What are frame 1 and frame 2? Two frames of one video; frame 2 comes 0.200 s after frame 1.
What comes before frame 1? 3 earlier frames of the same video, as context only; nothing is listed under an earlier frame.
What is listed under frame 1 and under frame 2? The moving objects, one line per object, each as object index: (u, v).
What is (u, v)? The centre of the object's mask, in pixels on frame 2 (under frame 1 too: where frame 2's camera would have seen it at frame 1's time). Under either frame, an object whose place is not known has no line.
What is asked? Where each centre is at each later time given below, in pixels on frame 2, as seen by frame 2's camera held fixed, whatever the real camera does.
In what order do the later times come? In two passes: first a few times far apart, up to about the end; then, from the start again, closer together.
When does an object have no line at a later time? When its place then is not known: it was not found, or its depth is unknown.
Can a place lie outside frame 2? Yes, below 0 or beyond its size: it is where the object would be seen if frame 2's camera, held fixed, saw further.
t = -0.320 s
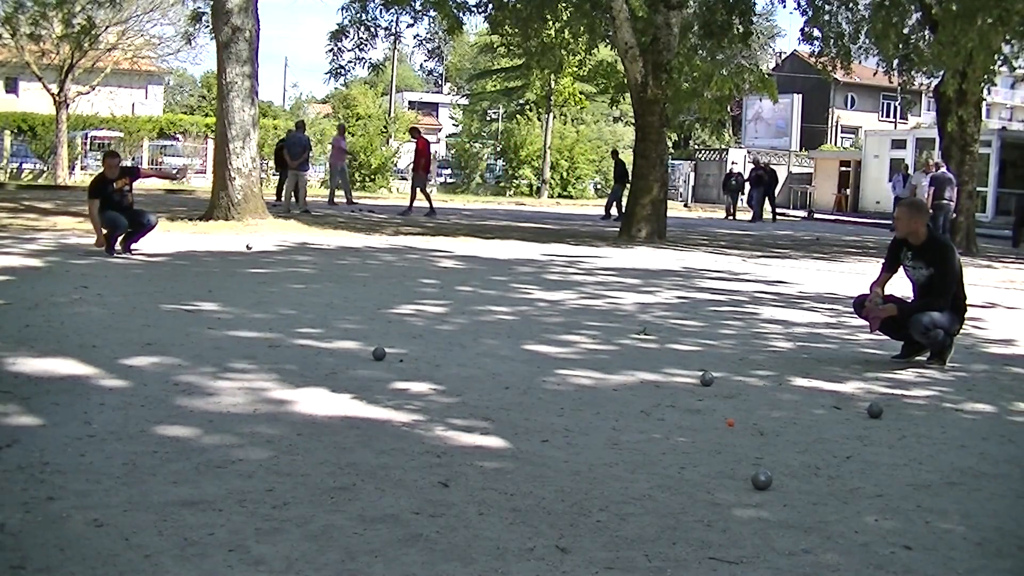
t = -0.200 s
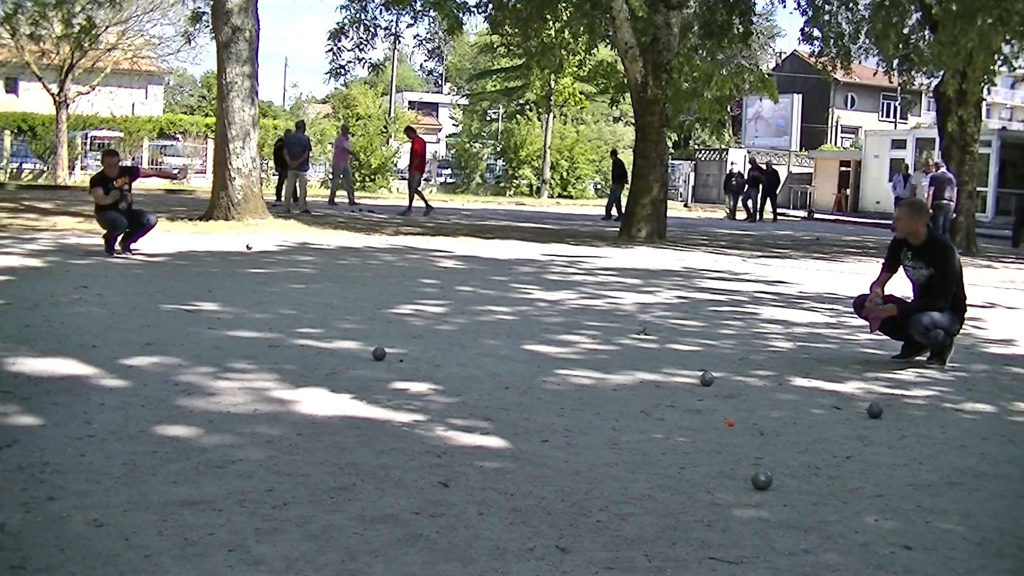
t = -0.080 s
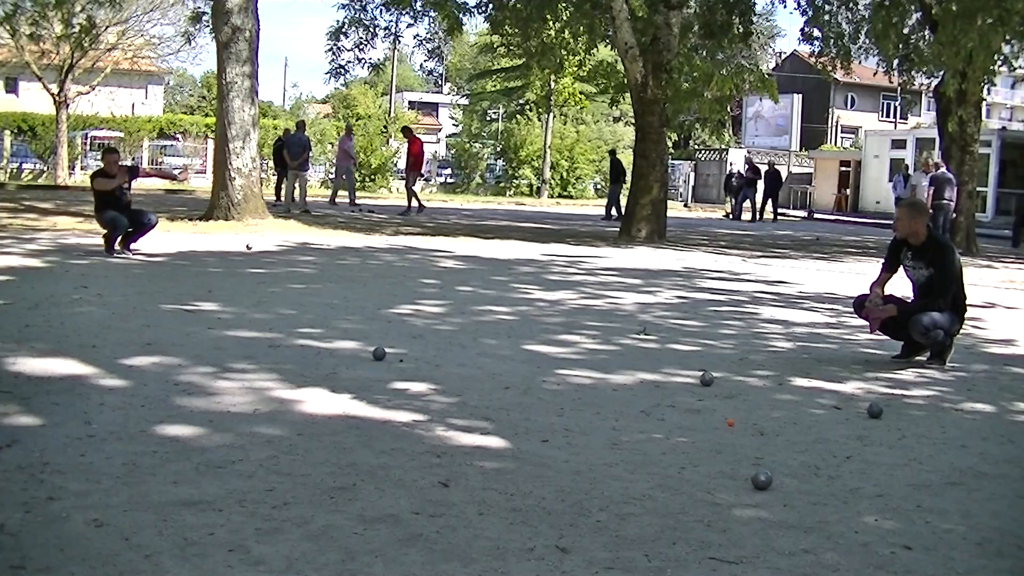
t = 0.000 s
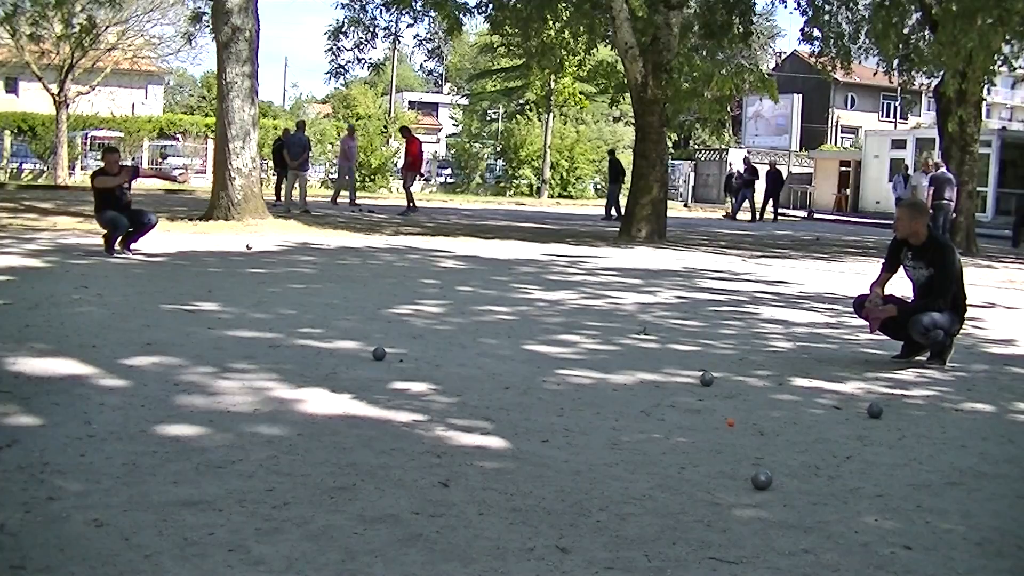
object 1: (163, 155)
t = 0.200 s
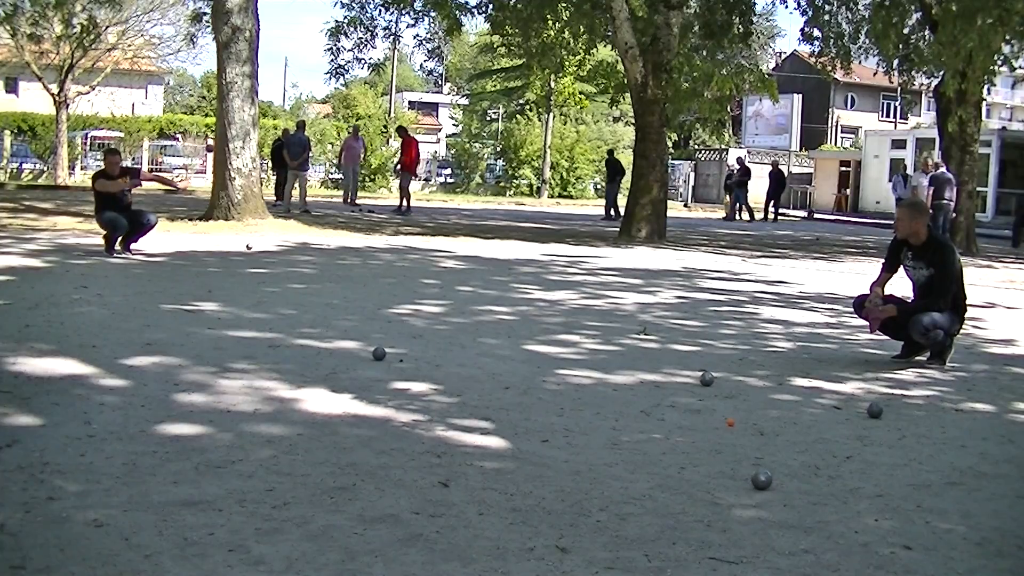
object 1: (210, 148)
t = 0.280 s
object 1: (230, 159)
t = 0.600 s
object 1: (322, 311)
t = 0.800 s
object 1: (349, 316)
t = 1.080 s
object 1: (395, 332)
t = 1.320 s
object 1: (438, 343)
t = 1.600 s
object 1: (489, 354)
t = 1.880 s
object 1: (537, 365)
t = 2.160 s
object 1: (580, 375)
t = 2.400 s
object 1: (619, 383)
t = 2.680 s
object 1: (658, 392)
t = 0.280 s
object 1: (230, 159)
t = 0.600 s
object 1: (322, 311)
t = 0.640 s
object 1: (327, 307)
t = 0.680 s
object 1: (333, 306)
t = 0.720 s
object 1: (338, 306)
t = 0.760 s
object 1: (344, 310)
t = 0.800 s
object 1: (349, 316)
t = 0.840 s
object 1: (355, 320)
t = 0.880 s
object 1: (361, 320)
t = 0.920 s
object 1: (367, 323)
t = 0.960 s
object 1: (373, 326)
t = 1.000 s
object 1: (381, 328)
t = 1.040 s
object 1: (388, 330)
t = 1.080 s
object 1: (395, 332)
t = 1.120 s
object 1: (402, 333)
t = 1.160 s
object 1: (409, 335)
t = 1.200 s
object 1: (416, 337)
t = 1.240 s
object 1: (423, 339)
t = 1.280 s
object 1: (430, 341)
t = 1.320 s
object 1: (438, 343)
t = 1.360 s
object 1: (445, 343)
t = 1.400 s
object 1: (452, 343)
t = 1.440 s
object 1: (460, 346)
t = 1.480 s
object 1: (467, 349)
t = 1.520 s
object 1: (474, 350)
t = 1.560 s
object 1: (482, 353)
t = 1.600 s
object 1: (489, 354)
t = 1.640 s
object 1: (496, 356)
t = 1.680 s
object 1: (504, 356)
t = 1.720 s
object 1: (511, 359)
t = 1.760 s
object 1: (518, 360)
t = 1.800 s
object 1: (525, 362)
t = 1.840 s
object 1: (531, 362)
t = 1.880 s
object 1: (537, 365)
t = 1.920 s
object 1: (543, 366)
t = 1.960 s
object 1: (549, 368)
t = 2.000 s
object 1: (554, 370)
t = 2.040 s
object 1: (561, 371)
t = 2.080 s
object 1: (567, 372)
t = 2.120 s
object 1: (574, 374)
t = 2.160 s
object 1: (580, 375)
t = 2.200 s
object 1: (587, 377)
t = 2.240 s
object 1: (593, 378)
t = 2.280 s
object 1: (599, 380)
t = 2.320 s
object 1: (606, 381)
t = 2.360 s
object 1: (613, 382)
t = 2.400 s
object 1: (619, 383)
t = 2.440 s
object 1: (625, 385)
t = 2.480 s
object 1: (631, 385)
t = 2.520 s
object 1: (637, 386)
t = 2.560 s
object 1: (643, 388)
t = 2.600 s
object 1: (648, 390)
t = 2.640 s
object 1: (653, 391)
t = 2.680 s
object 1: (658, 392)
